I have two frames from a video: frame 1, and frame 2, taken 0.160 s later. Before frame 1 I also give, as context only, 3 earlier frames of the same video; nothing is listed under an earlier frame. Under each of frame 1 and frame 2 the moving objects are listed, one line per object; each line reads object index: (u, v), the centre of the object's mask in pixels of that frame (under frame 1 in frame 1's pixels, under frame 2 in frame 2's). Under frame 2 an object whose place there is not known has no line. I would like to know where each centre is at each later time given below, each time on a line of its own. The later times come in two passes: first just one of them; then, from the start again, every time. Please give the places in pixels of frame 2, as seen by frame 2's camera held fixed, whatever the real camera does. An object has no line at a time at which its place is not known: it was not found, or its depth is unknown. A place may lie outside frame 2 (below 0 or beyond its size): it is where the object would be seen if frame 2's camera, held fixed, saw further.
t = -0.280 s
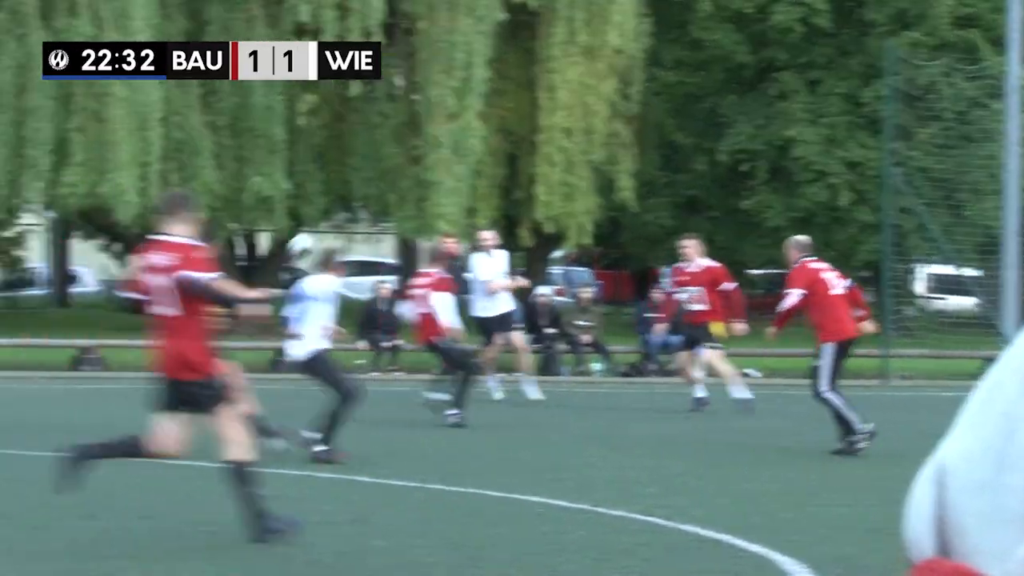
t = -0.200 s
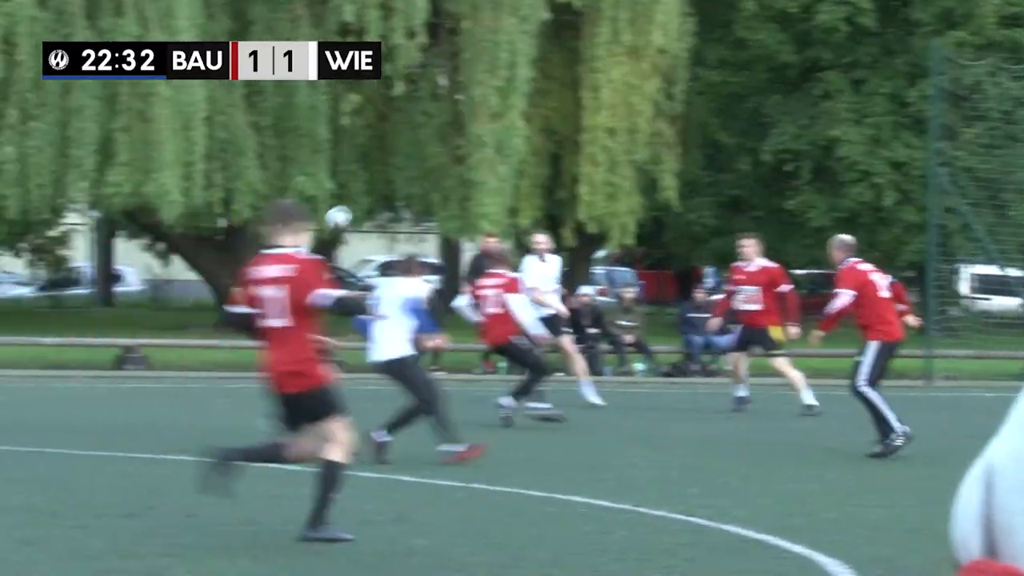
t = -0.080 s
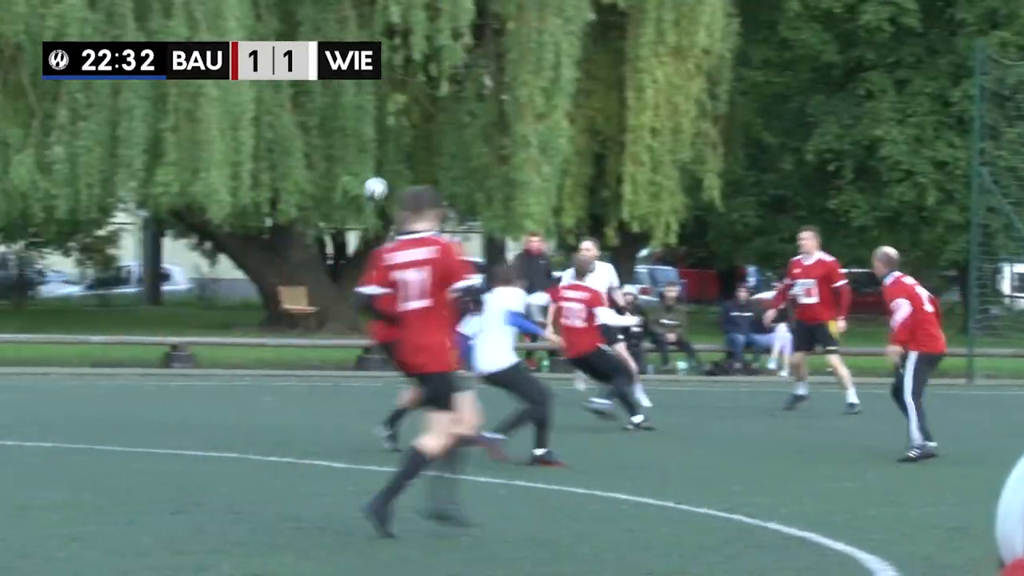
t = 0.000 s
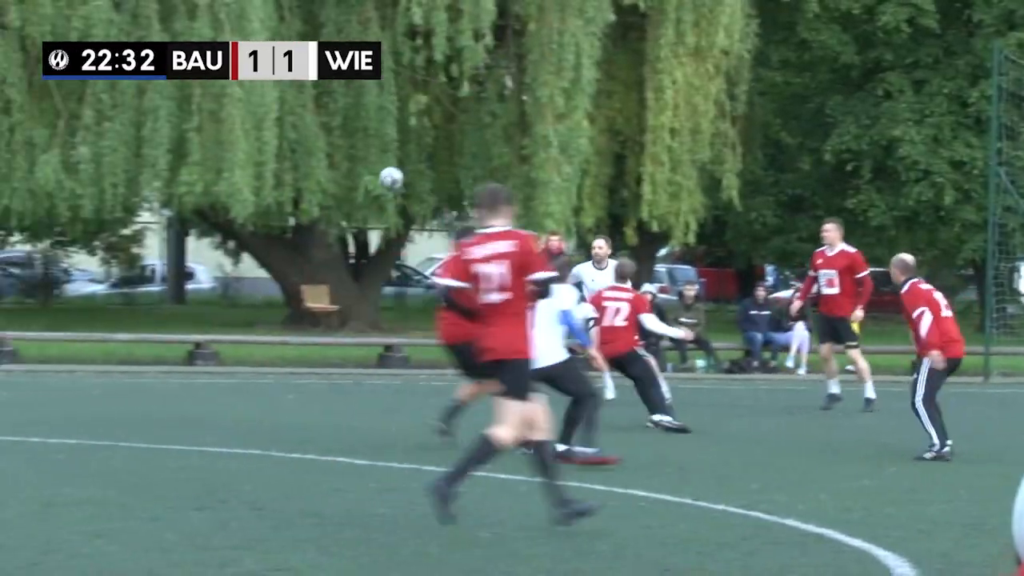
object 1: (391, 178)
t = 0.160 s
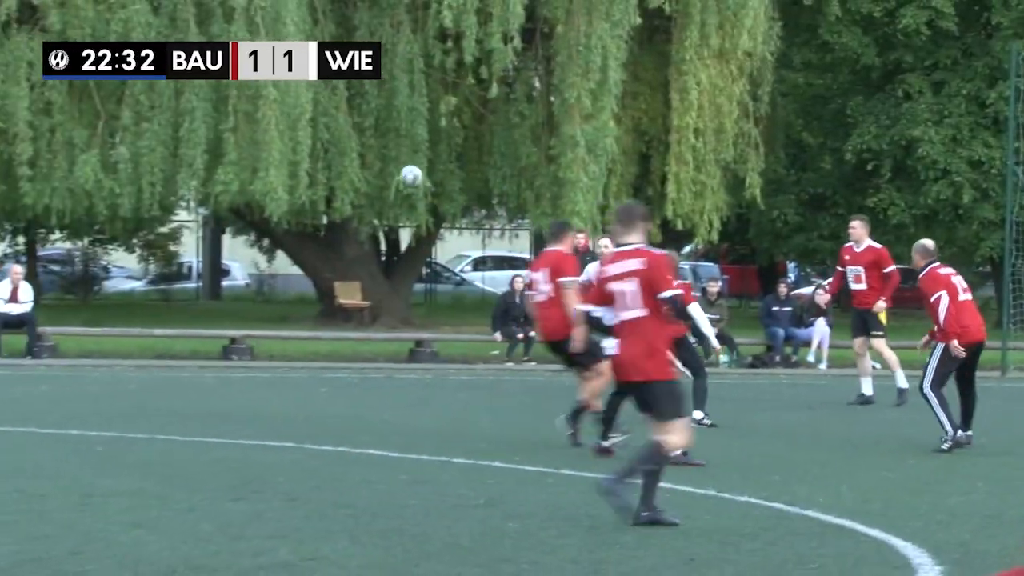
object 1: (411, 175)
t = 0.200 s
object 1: (408, 179)
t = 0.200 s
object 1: (408, 179)
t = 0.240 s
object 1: (406, 183)
